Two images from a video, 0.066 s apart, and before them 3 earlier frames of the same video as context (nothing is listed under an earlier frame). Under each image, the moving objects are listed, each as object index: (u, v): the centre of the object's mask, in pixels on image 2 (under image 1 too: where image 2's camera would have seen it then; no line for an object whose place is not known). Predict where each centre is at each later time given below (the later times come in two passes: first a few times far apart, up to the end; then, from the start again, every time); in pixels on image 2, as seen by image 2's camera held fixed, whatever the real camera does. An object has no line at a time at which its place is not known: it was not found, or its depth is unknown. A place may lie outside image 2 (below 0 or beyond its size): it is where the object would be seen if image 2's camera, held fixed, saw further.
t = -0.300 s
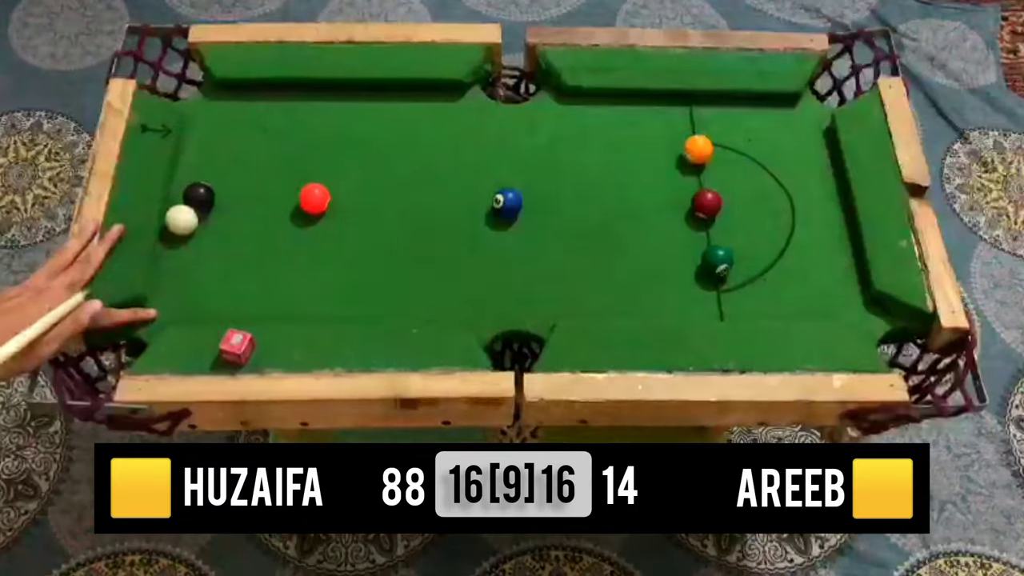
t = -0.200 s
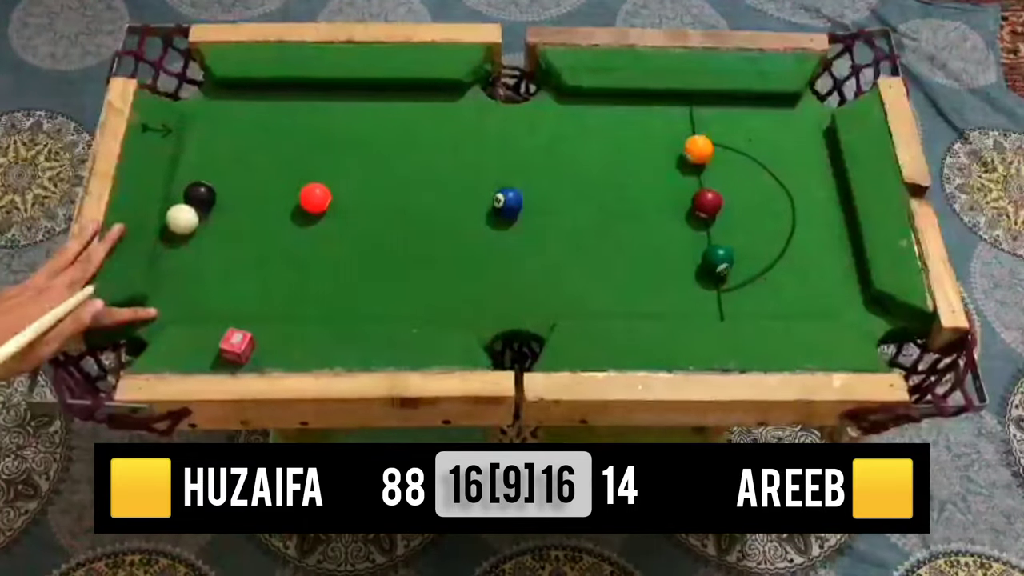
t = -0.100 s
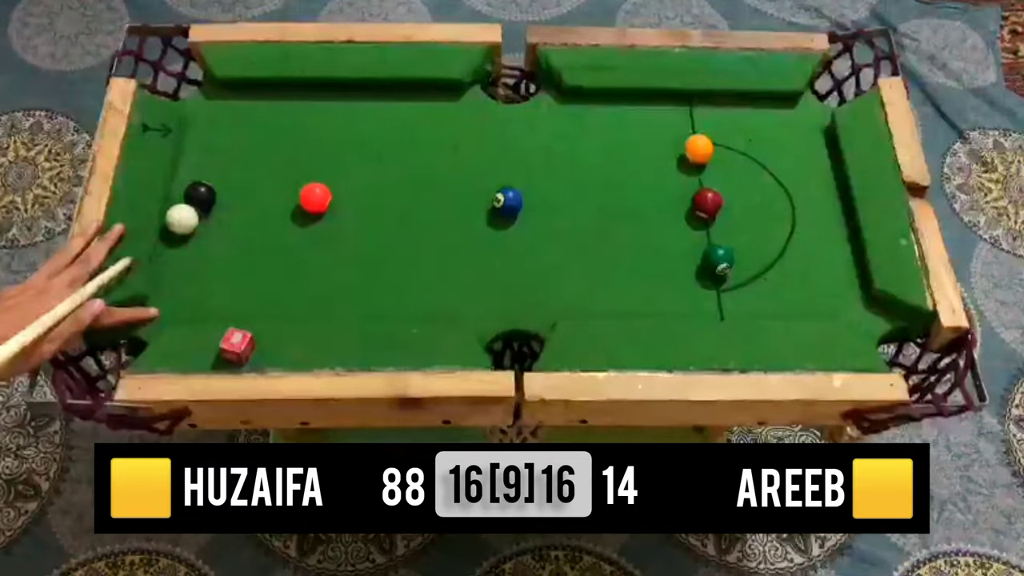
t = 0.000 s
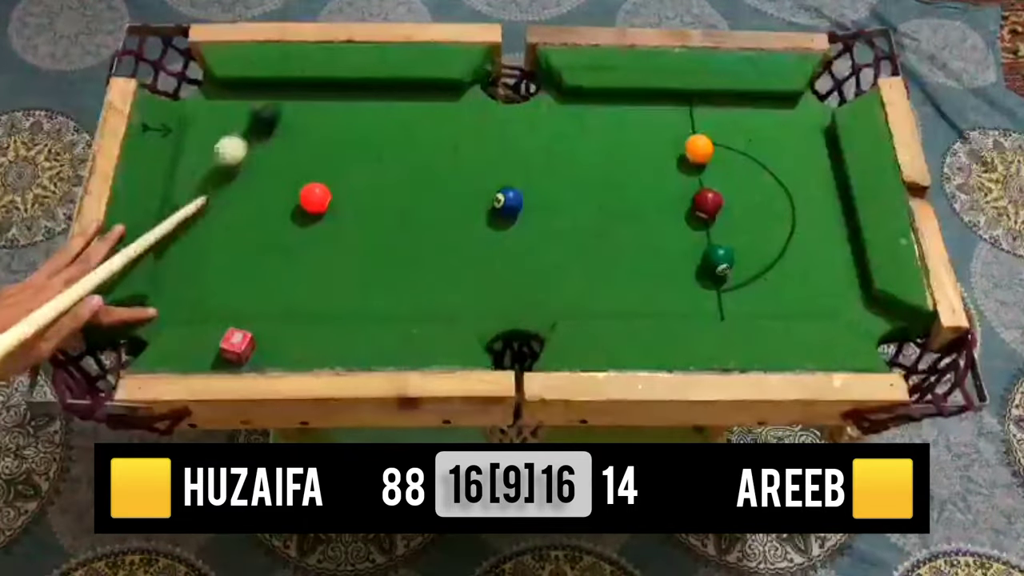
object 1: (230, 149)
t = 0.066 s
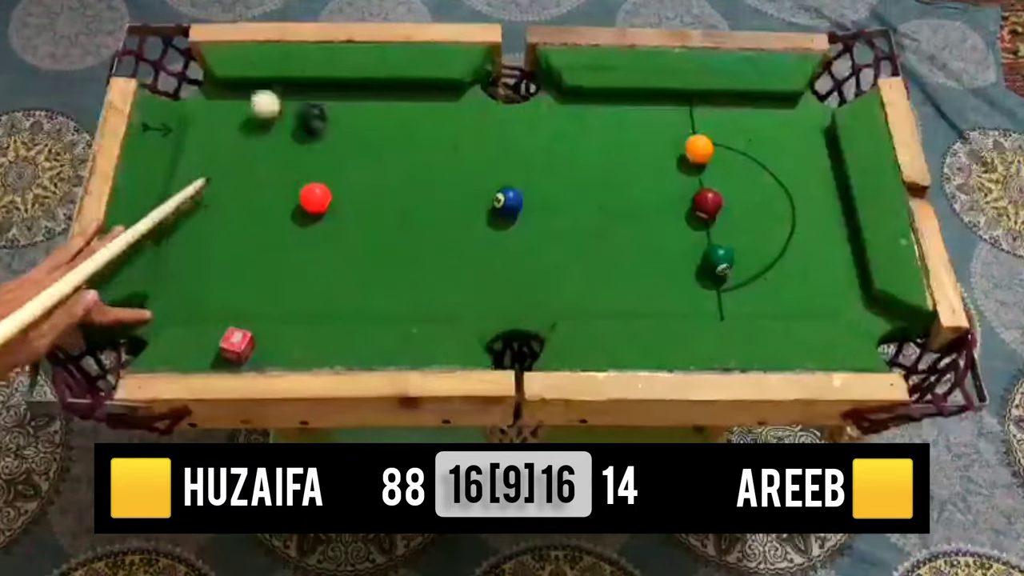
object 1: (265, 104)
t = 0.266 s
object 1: (244, 137)
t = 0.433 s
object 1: (239, 168)
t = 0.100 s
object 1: (262, 88)
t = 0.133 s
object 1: (259, 90)
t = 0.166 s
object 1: (250, 112)
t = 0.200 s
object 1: (246, 121)
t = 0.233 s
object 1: (246, 126)
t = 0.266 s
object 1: (244, 137)
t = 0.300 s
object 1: (243, 144)
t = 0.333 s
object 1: (242, 148)
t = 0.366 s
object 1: (241, 158)
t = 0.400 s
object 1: (240, 164)
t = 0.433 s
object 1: (239, 168)
